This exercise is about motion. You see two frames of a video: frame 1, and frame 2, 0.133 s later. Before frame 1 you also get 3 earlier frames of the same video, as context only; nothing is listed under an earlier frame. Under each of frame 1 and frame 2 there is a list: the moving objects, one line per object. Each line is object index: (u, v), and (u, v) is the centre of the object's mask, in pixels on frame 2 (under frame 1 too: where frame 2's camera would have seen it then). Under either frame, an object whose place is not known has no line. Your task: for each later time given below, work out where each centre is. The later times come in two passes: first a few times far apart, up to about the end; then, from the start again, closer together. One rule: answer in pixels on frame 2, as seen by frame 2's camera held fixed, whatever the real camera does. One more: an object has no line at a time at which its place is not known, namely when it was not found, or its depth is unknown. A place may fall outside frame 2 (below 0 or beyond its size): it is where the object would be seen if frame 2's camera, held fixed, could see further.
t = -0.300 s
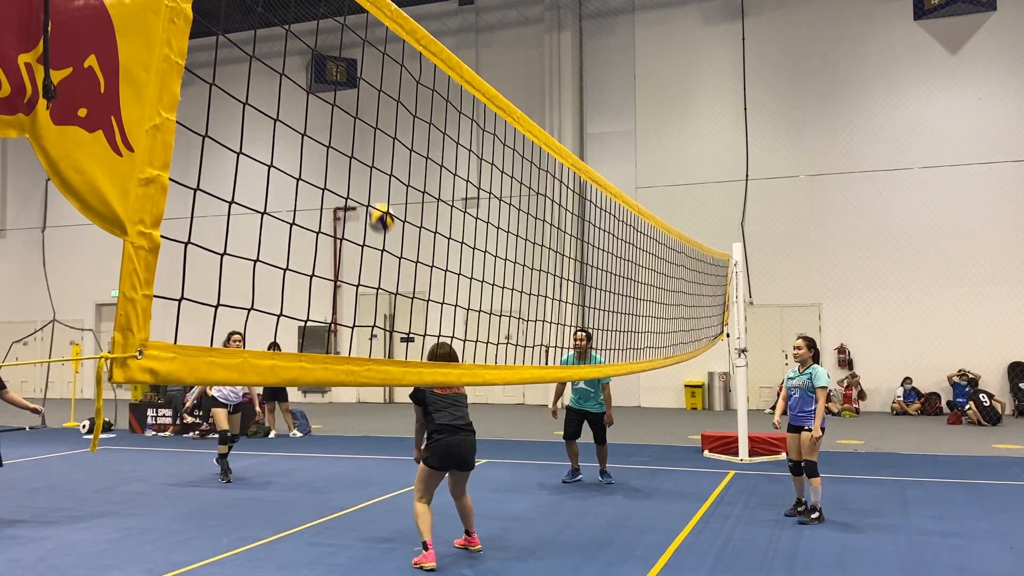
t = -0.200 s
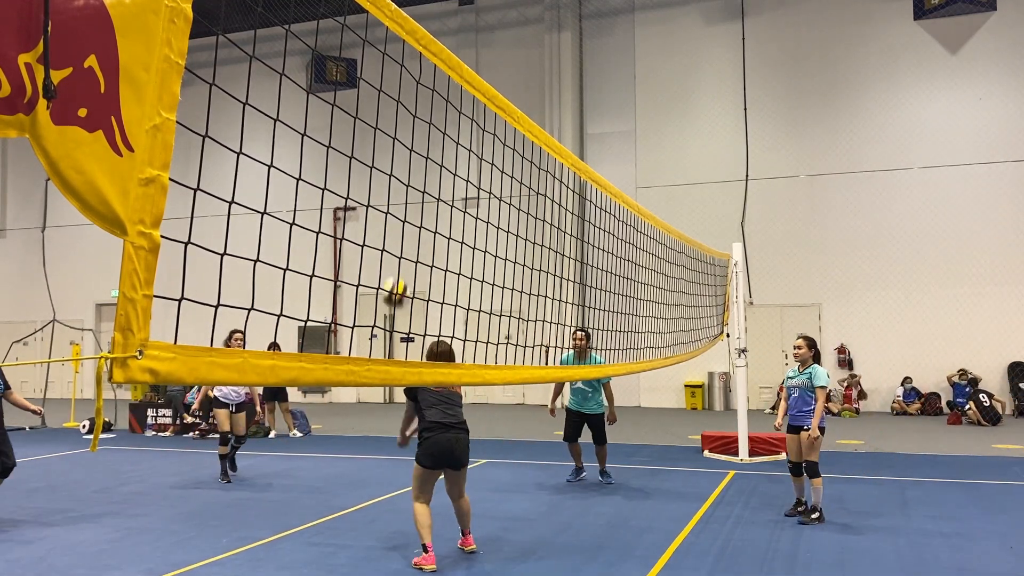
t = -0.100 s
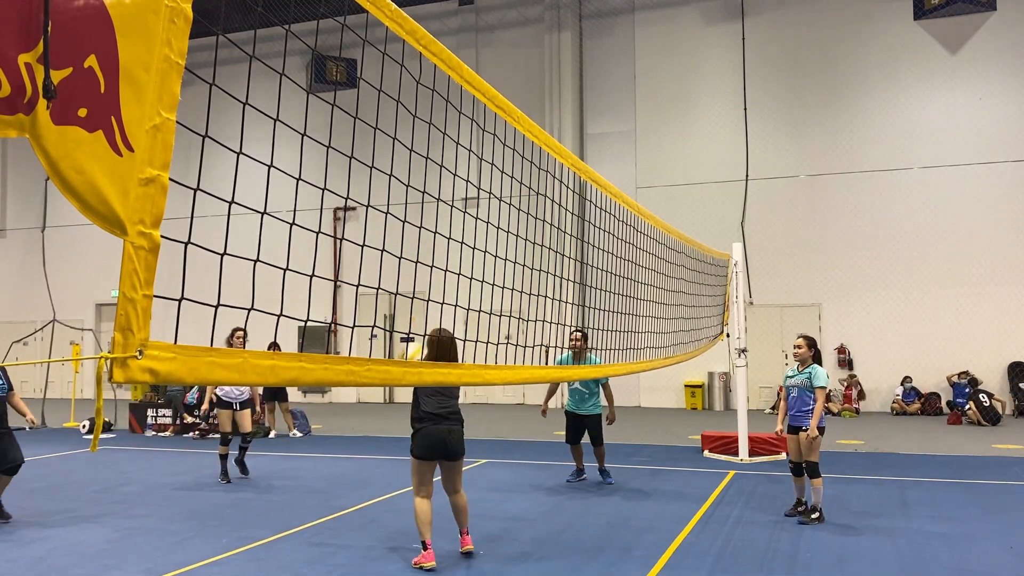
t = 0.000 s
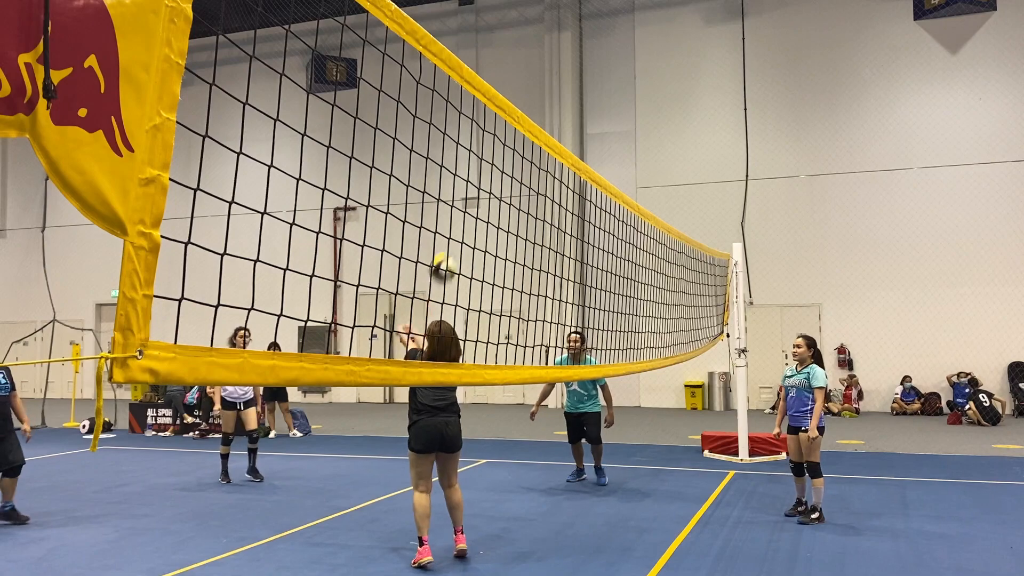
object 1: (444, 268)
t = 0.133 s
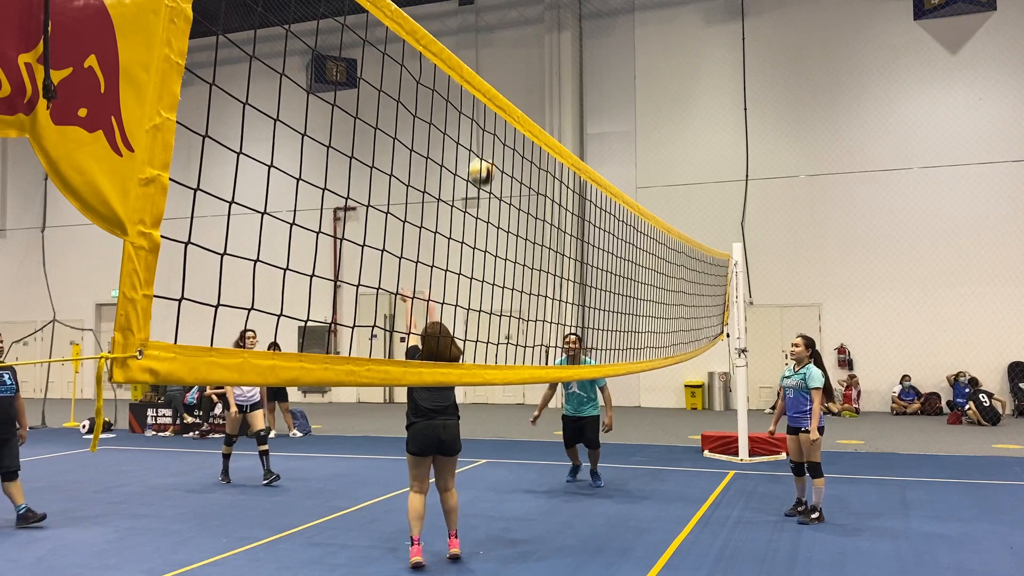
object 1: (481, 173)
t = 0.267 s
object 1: (519, 99)
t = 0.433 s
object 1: (559, 51)
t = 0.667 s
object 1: (614, 37)
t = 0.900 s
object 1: (666, 86)
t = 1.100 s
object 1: (708, 172)
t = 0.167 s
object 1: (490, 151)
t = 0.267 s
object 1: (519, 99)
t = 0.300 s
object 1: (526, 89)
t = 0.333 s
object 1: (534, 77)
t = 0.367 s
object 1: (542, 67)
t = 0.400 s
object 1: (550, 59)
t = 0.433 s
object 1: (559, 51)
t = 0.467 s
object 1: (567, 46)
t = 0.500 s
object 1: (575, 41)
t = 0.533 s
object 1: (583, 38)
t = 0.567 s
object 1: (590, 35)
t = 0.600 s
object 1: (598, 35)
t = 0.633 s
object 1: (606, 35)
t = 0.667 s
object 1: (614, 37)
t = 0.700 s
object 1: (621, 40)
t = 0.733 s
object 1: (629, 45)
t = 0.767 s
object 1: (637, 51)
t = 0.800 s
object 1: (644, 58)
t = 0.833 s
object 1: (652, 66)
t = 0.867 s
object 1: (659, 75)
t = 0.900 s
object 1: (666, 86)
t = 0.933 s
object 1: (673, 98)
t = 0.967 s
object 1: (680, 110)
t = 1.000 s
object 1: (687, 124)
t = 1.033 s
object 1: (694, 139)
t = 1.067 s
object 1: (701, 155)
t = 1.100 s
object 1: (708, 172)
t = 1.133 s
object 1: (715, 190)
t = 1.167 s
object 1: (721, 209)
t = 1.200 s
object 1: (727, 229)
